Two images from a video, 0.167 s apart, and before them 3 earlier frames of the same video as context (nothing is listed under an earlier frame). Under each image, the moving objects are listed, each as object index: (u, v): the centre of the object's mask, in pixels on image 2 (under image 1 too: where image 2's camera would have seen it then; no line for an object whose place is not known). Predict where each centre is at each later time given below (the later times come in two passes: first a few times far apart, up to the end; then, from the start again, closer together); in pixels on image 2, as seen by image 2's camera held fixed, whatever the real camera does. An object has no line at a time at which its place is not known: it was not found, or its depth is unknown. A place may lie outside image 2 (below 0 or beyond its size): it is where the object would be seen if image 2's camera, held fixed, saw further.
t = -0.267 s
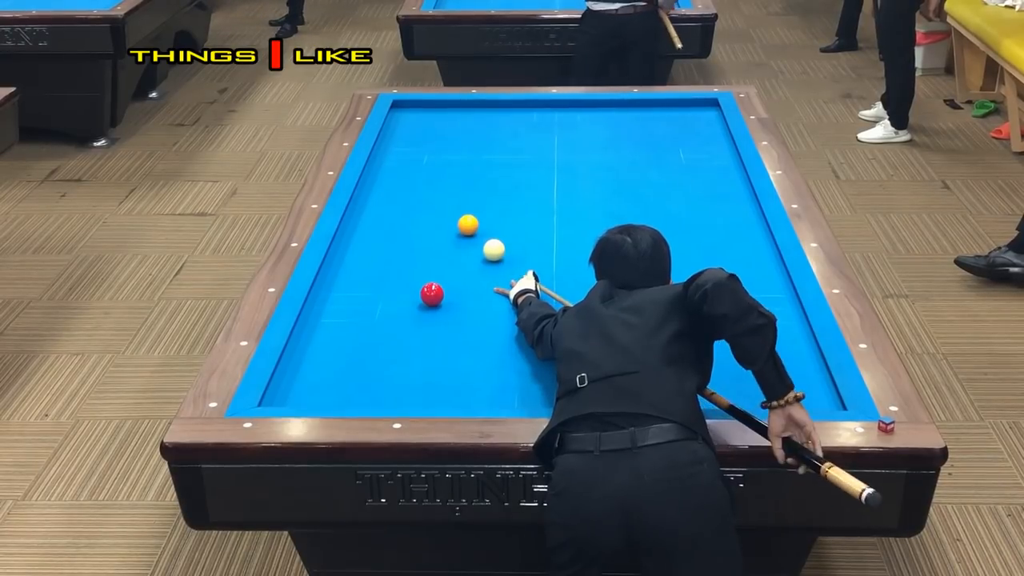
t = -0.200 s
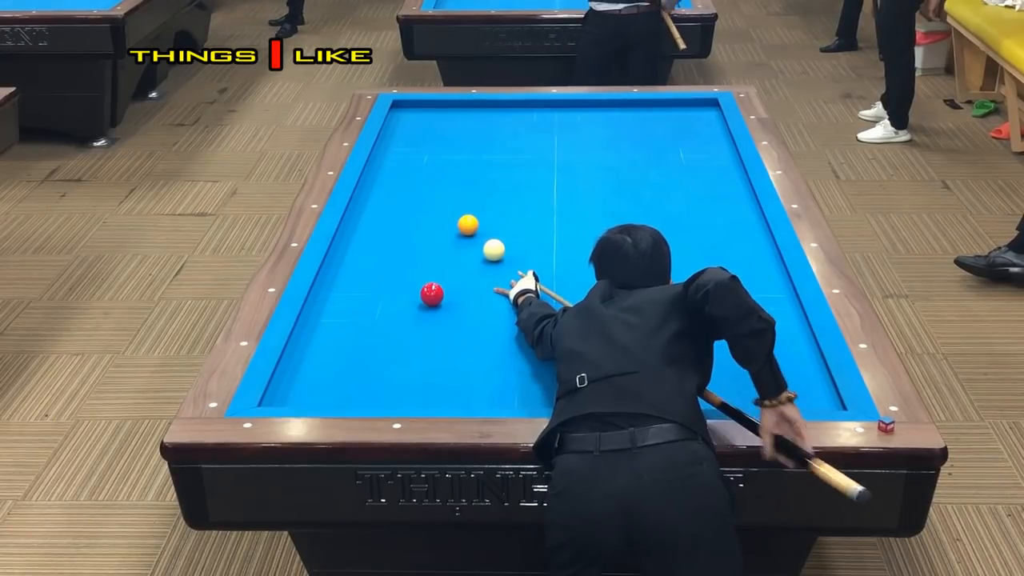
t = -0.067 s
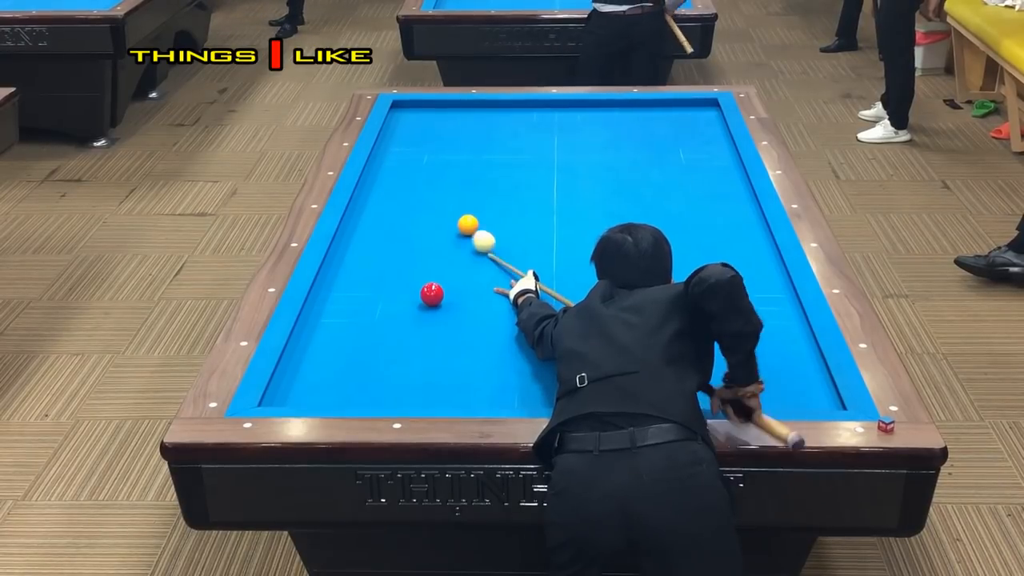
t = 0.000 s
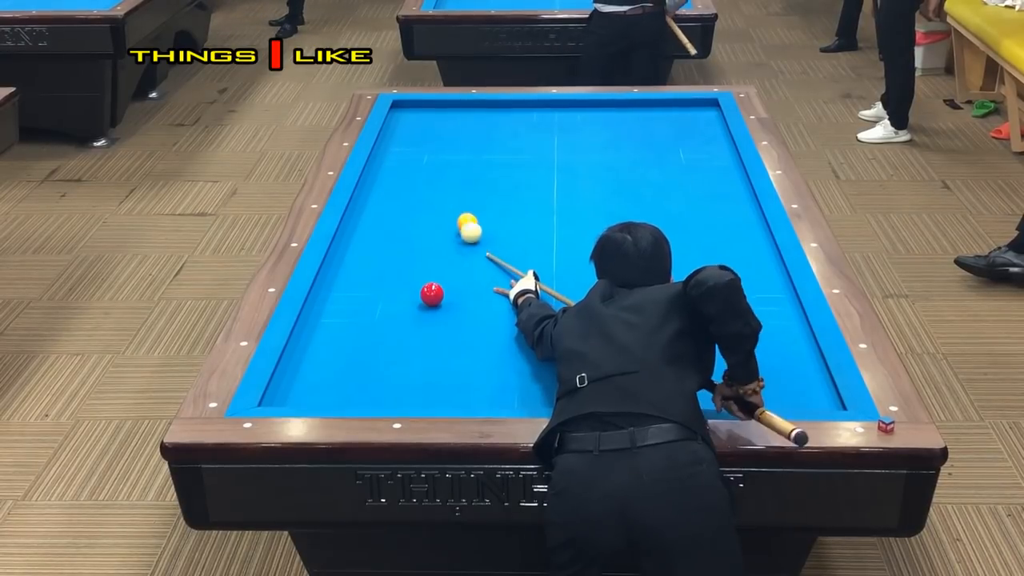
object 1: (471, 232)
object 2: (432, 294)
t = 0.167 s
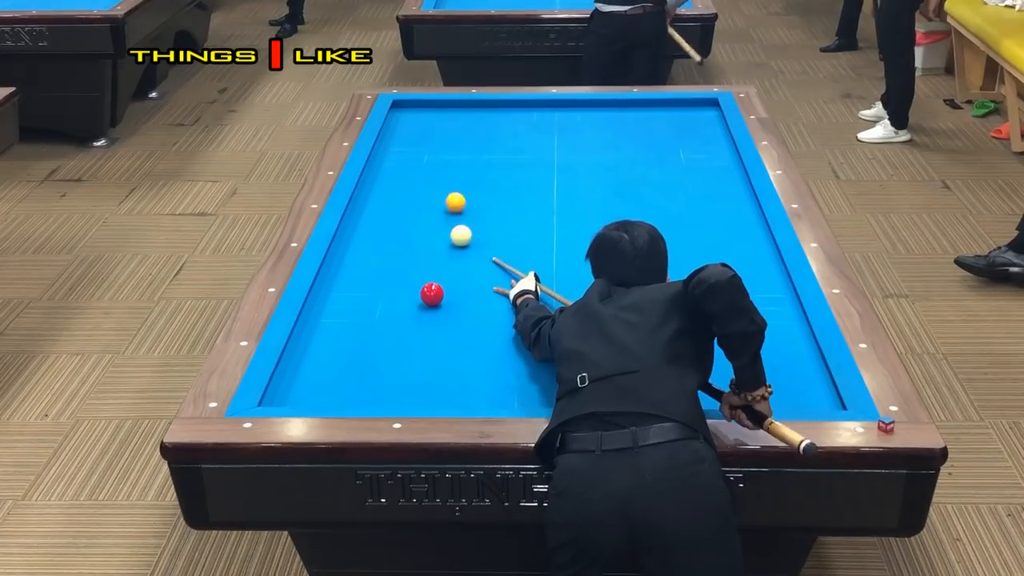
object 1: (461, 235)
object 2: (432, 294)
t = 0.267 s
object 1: (458, 239)
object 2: (432, 294)
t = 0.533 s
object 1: (452, 248)
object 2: (432, 294)
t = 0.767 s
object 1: (446, 256)
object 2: (432, 294)
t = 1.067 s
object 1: (439, 266)
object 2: (432, 294)
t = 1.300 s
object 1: (433, 272)
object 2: (432, 294)
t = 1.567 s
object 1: (426, 278)
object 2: (432, 294)
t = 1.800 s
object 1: (418, 285)
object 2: (433, 295)
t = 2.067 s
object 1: (411, 290)
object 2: (435, 299)
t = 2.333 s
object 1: (403, 292)
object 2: (437, 302)
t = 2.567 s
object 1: (398, 294)
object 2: (438, 305)
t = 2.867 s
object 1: (392, 296)
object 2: (440, 308)
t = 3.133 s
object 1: (387, 298)
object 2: (441, 309)
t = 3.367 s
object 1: (384, 299)
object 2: (442, 311)
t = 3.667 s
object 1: (382, 300)
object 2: (443, 311)
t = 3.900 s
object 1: (381, 300)
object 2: (443, 311)
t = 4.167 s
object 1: (381, 300)
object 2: (441, 311)
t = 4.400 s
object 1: (381, 300)
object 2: (441, 311)
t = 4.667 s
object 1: (381, 300)
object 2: (443, 311)
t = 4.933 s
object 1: (381, 300)
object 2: (443, 311)
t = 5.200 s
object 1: (381, 300)
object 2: (443, 311)
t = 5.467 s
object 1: (381, 300)
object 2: (443, 311)
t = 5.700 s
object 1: (381, 300)
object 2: (443, 311)
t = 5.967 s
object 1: (381, 300)
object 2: (443, 311)
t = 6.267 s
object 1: (381, 301)
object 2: (443, 311)
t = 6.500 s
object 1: (381, 301)
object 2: (443, 311)
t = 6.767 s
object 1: (377, 304)
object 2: (443, 311)
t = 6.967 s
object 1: (373, 307)
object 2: (443, 311)
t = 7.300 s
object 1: (368, 311)
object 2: (440, 309)
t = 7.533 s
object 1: (365, 314)
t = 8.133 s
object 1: (364, 319)
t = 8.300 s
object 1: (359, 320)
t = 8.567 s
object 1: (359, 321)
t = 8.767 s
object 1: (359, 321)
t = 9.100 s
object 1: (359, 321)
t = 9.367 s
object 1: (359, 321)
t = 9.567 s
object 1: (359, 321)
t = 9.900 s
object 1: (359, 321)
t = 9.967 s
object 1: (359, 321)
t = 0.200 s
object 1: (460, 236)
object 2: (432, 294)
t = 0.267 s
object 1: (458, 239)
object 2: (432, 294)
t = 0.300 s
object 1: (457, 240)
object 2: (432, 294)
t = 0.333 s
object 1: (457, 241)
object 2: (432, 294)
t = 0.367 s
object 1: (456, 242)
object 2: (432, 294)
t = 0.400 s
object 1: (455, 243)
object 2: (432, 294)
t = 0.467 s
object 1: (453, 246)
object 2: (432, 294)
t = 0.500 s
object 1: (452, 247)
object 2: (432, 294)
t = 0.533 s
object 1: (452, 248)
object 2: (432, 294)
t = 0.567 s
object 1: (451, 249)
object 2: (432, 294)
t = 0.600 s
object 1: (450, 250)
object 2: (432, 294)
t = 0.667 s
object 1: (448, 252)
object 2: (432, 294)
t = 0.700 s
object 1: (447, 254)
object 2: (432, 294)
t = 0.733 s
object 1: (447, 255)
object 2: (432, 293)
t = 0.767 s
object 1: (446, 256)
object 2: (432, 294)
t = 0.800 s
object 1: (445, 257)
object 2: (432, 294)
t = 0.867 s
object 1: (443, 259)
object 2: (432, 294)
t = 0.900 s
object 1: (442, 260)
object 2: (432, 294)
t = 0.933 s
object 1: (442, 261)
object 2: (432, 294)
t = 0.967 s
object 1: (441, 262)
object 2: (432, 294)
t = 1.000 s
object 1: (440, 263)
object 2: (432, 294)
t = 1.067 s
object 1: (439, 266)
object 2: (432, 294)
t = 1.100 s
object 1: (438, 267)
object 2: (432, 294)
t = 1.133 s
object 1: (437, 268)
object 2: (432, 294)
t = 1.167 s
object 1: (436, 269)
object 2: (432, 294)
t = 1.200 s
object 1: (435, 270)
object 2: (432, 294)
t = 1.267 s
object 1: (434, 271)
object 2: (432, 293)
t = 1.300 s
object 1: (433, 272)
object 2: (432, 294)
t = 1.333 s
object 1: (432, 273)
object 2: (432, 294)
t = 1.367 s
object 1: (432, 274)
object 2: (432, 294)
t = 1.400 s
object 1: (431, 274)
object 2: (432, 294)
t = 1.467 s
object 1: (429, 276)
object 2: (431, 294)
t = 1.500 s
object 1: (428, 277)
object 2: (432, 294)
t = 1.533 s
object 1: (427, 277)
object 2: (432, 294)
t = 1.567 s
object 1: (426, 278)
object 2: (432, 294)
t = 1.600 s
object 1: (425, 279)
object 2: (432, 294)
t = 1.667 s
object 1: (422, 281)
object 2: (432, 294)
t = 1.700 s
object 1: (421, 282)
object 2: (432, 294)
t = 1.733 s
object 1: (420, 283)
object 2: (432, 294)
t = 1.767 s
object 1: (419, 284)
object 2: (432, 295)
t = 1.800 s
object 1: (418, 285)
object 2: (433, 295)
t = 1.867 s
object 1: (416, 287)
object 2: (433, 296)
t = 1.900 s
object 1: (416, 287)
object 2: (434, 297)
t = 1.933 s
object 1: (415, 288)
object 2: (434, 297)
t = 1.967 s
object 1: (414, 288)
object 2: (434, 298)
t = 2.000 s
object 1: (413, 289)
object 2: (434, 298)
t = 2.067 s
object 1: (411, 290)
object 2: (435, 299)
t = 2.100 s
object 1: (410, 290)
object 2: (435, 299)
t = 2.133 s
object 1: (409, 290)
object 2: (435, 300)
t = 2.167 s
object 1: (408, 291)
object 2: (436, 300)
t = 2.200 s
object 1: (407, 291)
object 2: (436, 301)
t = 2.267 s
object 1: (405, 292)
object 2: (436, 301)
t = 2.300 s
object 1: (404, 292)
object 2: (437, 302)
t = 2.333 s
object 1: (403, 292)
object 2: (437, 302)
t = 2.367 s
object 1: (403, 292)
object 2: (437, 303)
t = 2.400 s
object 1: (402, 293)
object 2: (437, 303)
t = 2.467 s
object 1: (400, 293)
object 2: (438, 304)
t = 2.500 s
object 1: (400, 294)
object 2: (438, 304)
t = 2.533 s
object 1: (399, 294)
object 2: (438, 305)
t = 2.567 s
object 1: (398, 294)
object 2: (438, 305)
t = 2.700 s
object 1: (395, 295)
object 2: (439, 306)
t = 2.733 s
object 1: (394, 295)
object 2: (439, 306)
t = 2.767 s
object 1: (394, 296)
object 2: (439, 307)
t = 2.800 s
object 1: (393, 296)
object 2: (440, 307)
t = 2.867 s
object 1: (392, 296)
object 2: (440, 308)
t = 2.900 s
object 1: (391, 296)
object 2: (440, 308)
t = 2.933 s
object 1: (391, 297)
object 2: (440, 308)
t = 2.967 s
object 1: (390, 297)
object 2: (440, 308)
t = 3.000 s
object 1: (389, 297)
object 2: (441, 309)
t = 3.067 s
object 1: (388, 298)
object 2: (441, 309)
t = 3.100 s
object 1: (388, 298)
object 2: (441, 309)
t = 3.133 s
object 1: (387, 298)
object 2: (441, 309)
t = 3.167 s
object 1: (387, 298)
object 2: (441, 309)
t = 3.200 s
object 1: (386, 298)
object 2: (441, 310)
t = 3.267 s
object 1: (385, 298)
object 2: (442, 310)
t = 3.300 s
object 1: (385, 298)
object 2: (442, 310)
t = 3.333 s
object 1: (385, 299)
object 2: (442, 310)
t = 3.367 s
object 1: (384, 299)
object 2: (442, 311)
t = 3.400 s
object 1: (384, 299)
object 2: (442, 311)
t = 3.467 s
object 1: (383, 299)
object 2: (442, 311)
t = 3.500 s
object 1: (383, 299)
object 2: (442, 311)
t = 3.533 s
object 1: (383, 299)
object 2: (443, 311)
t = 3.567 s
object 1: (382, 300)
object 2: (443, 311)
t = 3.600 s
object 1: (382, 300)
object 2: (443, 311)
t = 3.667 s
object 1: (382, 300)
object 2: (443, 311)
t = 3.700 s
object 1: (381, 300)
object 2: (443, 311)
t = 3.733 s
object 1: (381, 300)
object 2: (443, 311)
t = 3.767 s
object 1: (381, 300)
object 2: (443, 311)
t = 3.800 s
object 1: (381, 300)
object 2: (443, 311)
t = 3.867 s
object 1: (381, 300)
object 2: (443, 311)
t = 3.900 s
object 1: (381, 300)
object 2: (443, 311)
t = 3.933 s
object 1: (381, 300)
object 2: (443, 311)
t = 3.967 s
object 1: (381, 300)
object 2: (442, 311)
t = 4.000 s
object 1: (381, 300)
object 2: (441, 311)
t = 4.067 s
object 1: (381, 300)
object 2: (440, 311)
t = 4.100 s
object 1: (381, 300)
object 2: (439, 311)
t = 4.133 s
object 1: (381, 300)
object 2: (441, 311)
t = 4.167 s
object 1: (381, 300)
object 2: (441, 311)
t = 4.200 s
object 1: (381, 300)
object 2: (441, 311)
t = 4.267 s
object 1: (381, 300)
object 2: (441, 311)
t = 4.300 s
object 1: (381, 300)
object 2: (441, 311)
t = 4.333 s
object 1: (381, 300)
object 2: (439, 311)
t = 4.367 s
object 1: (381, 300)
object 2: (440, 311)
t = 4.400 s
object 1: (381, 300)
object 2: (441, 311)
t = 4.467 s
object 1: (381, 300)
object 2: (443, 311)
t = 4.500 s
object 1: (381, 300)
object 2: (443, 311)
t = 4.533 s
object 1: (381, 300)
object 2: (443, 311)
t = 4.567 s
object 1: (381, 300)
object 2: (443, 311)
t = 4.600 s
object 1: (381, 300)
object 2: (443, 311)
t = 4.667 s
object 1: (381, 300)
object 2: (443, 311)
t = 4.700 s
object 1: (381, 300)
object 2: (443, 311)
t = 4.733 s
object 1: (381, 300)
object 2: (443, 311)
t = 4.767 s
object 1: (381, 300)
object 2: (443, 311)
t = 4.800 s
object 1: (381, 300)
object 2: (443, 311)
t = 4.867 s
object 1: (381, 300)
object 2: (443, 311)
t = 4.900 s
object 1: (381, 300)
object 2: (443, 311)
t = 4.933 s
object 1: (381, 300)
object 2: (443, 311)
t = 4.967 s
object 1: (381, 300)
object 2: (443, 311)
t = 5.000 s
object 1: (381, 300)
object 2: (443, 311)
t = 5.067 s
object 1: (381, 300)
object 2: (443, 311)
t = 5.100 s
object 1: (381, 300)
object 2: (443, 311)
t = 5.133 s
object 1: (381, 300)
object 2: (443, 311)
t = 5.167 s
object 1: (381, 300)
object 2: (443, 311)
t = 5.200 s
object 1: (381, 300)
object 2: (443, 311)
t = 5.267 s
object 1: (381, 300)
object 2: (443, 311)
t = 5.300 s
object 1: (381, 300)
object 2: (443, 311)
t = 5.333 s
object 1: (381, 300)
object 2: (443, 311)
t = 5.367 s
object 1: (381, 300)
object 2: (443, 311)
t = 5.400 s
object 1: (381, 300)
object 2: (443, 311)
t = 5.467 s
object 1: (381, 300)
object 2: (443, 311)
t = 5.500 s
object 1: (381, 300)
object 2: (443, 311)
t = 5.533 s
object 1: (381, 300)
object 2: (443, 311)
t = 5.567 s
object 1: (381, 300)
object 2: (443, 311)
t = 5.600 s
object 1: (381, 300)
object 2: (443, 311)
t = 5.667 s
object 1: (381, 300)
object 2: (443, 311)
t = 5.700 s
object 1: (381, 300)
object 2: (443, 311)
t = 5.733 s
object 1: (381, 300)
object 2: (443, 311)
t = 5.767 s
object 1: (381, 300)
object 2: (443, 311)
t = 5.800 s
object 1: (381, 300)
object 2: (443, 311)
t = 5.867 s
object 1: (381, 300)
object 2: (443, 311)
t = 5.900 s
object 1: (381, 300)
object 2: (443, 311)
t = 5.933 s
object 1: (381, 300)
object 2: (443, 311)
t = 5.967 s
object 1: (381, 300)
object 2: (443, 311)
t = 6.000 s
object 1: (381, 300)
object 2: (443, 311)
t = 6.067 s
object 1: (381, 301)
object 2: (443, 311)
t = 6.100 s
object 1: (381, 301)
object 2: (443, 311)
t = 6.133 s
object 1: (381, 301)
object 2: (443, 311)
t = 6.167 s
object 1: (381, 301)
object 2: (443, 311)
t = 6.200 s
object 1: (381, 301)
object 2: (443, 311)
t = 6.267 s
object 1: (381, 301)
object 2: (443, 311)
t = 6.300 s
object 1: (381, 301)
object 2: (443, 311)
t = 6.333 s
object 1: (381, 301)
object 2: (443, 311)
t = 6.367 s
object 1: (381, 300)
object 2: (443, 311)
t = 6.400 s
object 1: (381, 301)
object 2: (443, 311)
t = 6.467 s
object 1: (381, 301)
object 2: (443, 311)
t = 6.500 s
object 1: (381, 301)
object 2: (443, 311)
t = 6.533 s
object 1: (381, 301)
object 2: (443, 311)
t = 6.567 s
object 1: (381, 301)
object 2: (443, 311)
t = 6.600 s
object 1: (380, 301)
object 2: (443, 311)
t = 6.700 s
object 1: (378, 303)
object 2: (443, 311)
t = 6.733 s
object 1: (378, 303)
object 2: (443, 311)
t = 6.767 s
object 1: (377, 304)
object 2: (443, 311)
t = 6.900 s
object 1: (374, 306)
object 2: (443, 311)
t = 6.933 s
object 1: (374, 306)
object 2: (443, 311)
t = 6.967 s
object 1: (373, 307)
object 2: (443, 311)
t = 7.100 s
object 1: (371, 309)
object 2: (443, 311)
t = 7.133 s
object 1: (370, 309)
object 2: (443, 311)
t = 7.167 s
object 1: (370, 310)
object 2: (443, 311)
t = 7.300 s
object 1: (368, 311)
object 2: (440, 309)
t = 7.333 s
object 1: (367, 312)
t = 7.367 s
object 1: (367, 312)
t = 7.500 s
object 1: (366, 313)
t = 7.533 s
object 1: (365, 314)
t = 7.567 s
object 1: (364, 314)
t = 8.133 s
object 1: (364, 319)
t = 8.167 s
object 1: (360, 319)
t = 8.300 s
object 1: (359, 320)
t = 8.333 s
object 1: (359, 320)
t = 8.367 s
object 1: (359, 320)
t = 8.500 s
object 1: (359, 321)
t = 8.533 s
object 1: (359, 321)
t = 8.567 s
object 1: (359, 321)
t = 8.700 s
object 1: (359, 321)
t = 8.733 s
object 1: (359, 321)
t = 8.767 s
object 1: (359, 321)
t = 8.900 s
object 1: (359, 321)
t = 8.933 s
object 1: (359, 321)
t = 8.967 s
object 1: (359, 321)
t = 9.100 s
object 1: (359, 321)
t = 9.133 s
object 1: (359, 321)
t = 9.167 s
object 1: (359, 321)
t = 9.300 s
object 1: (359, 321)
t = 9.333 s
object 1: (359, 321)
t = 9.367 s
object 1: (359, 321)
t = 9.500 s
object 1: (359, 321)
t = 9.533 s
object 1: (359, 321)
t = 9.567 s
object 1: (359, 321)
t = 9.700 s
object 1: (359, 321)
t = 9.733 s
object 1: (359, 321)
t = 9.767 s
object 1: (359, 321)
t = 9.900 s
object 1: (359, 321)
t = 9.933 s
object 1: (359, 321)
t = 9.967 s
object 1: (359, 321)
